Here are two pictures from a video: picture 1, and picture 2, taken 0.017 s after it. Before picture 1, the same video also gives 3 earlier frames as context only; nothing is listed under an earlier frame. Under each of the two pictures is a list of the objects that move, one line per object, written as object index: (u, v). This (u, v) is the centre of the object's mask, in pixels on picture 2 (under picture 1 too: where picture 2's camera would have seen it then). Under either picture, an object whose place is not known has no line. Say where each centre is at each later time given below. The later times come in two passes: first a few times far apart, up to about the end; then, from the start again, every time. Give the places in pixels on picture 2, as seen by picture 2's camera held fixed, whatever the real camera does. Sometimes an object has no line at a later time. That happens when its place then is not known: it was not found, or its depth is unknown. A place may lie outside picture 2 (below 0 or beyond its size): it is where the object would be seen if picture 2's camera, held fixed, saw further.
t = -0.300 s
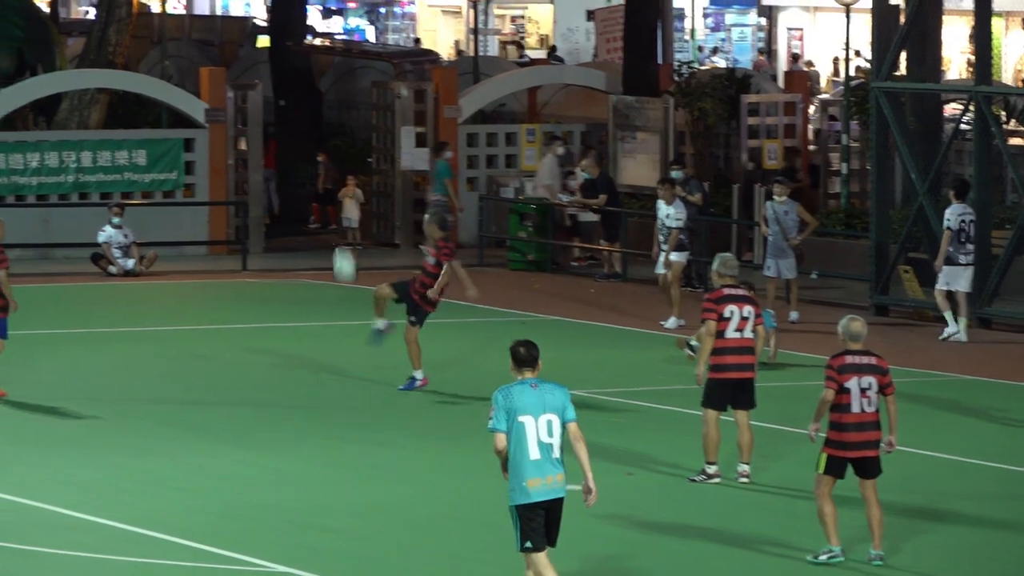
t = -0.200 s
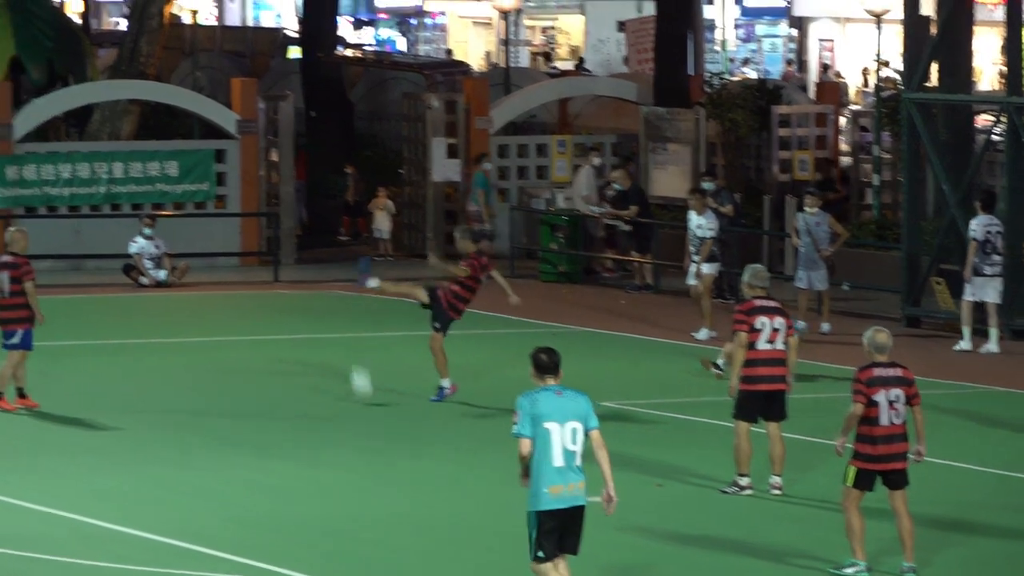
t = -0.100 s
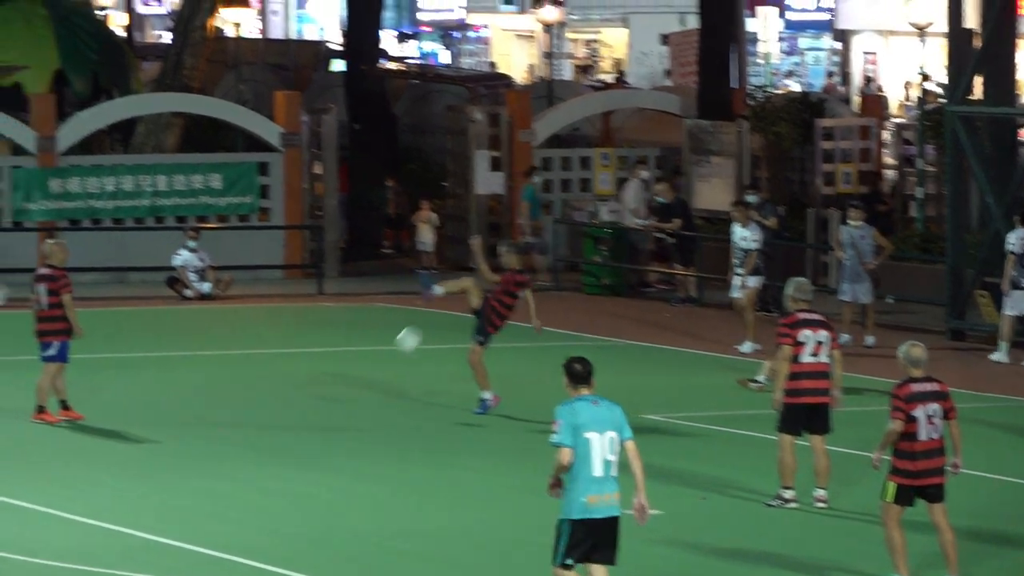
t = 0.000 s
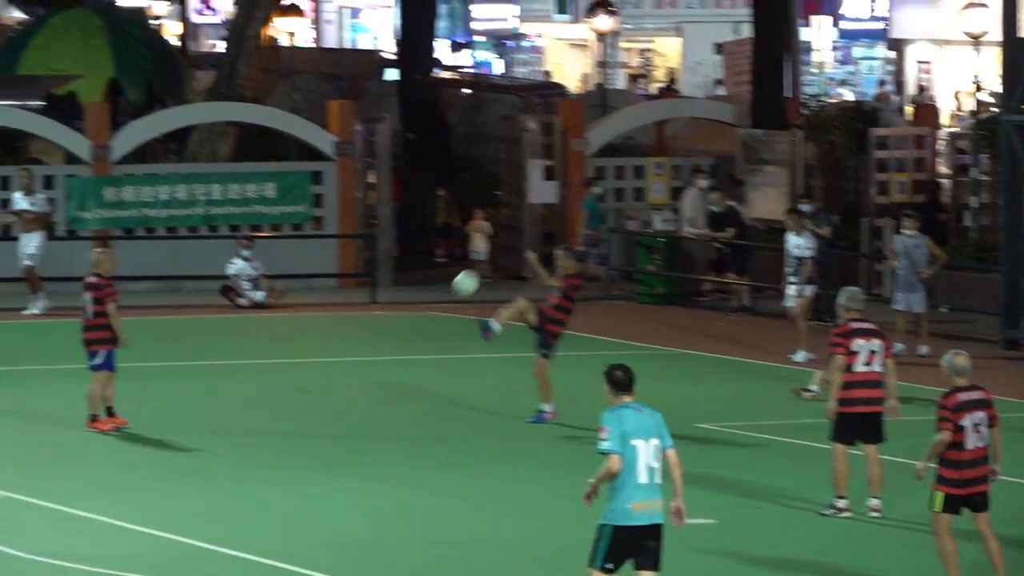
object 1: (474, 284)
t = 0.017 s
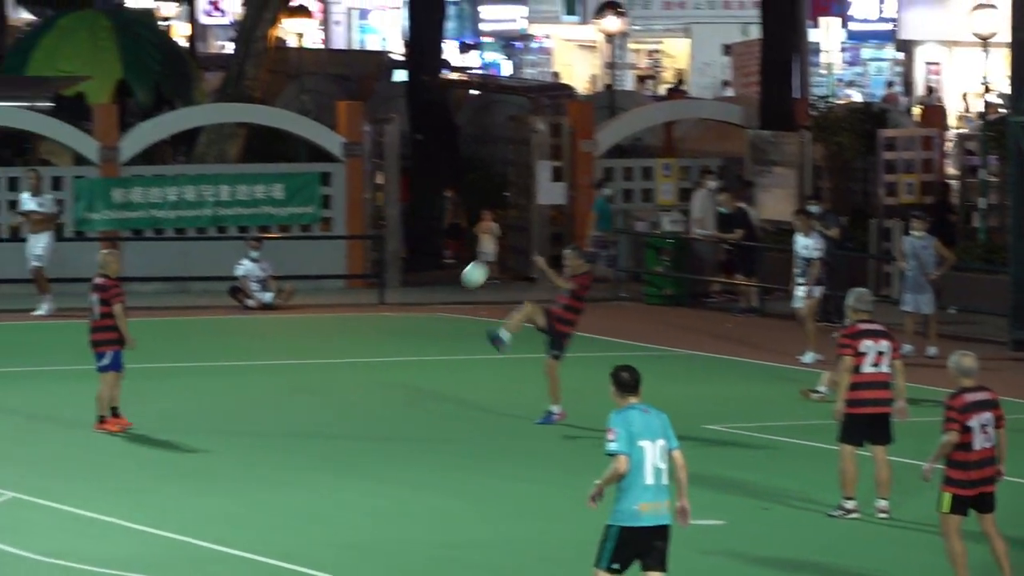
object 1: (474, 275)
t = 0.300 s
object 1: (489, 147)
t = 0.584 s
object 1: (505, 106)
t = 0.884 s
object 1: (520, 155)
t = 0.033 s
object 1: (475, 265)
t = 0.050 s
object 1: (475, 256)
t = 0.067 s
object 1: (479, 246)
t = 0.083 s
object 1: (479, 237)
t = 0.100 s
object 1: (479, 228)
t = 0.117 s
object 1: (482, 220)
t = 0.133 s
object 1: (482, 212)
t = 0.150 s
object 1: (482, 204)
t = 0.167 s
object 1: (483, 196)
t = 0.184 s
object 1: (484, 189)
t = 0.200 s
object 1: (484, 182)
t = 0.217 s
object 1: (485, 176)
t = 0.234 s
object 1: (486, 170)
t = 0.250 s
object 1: (486, 164)
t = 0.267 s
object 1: (487, 158)
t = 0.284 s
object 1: (488, 152)
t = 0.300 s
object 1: (489, 147)
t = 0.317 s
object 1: (490, 143)
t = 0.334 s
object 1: (490, 138)
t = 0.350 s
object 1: (491, 134)
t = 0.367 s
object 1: (493, 130)
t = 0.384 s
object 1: (494, 126)
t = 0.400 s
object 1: (494, 123)
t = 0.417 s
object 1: (495, 120)
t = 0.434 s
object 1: (496, 117)
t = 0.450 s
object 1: (497, 115)
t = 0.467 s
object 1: (498, 113)
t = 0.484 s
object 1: (499, 111)
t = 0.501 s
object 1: (500, 109)
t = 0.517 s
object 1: (501, 108)
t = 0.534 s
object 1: (502, 107)
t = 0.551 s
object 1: (503, 106)
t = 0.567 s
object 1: (504, 106)
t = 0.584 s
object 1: (505, 106)
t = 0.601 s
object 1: (506, 106)
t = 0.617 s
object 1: (506, 106)
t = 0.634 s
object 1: (507, 107)
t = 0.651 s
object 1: (508, 108)
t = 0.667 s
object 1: (509, 109)
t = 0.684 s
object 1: (510, 111)
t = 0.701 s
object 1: (511, 113)
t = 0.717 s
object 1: (512, 115)
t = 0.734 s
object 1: (513, 117)
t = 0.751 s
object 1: (513, 121)
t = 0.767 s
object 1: (514, 124)
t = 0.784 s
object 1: (515, 127)
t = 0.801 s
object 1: (516, 131)
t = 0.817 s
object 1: (517, 135)
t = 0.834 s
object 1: (518, 139)
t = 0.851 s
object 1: (519, 144)
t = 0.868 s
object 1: (519, 149)
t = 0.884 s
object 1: (520, 155)
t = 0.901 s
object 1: (521, 160)
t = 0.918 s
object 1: (522, 167)
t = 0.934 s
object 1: (523, 173)
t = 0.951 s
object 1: (523, 179)
